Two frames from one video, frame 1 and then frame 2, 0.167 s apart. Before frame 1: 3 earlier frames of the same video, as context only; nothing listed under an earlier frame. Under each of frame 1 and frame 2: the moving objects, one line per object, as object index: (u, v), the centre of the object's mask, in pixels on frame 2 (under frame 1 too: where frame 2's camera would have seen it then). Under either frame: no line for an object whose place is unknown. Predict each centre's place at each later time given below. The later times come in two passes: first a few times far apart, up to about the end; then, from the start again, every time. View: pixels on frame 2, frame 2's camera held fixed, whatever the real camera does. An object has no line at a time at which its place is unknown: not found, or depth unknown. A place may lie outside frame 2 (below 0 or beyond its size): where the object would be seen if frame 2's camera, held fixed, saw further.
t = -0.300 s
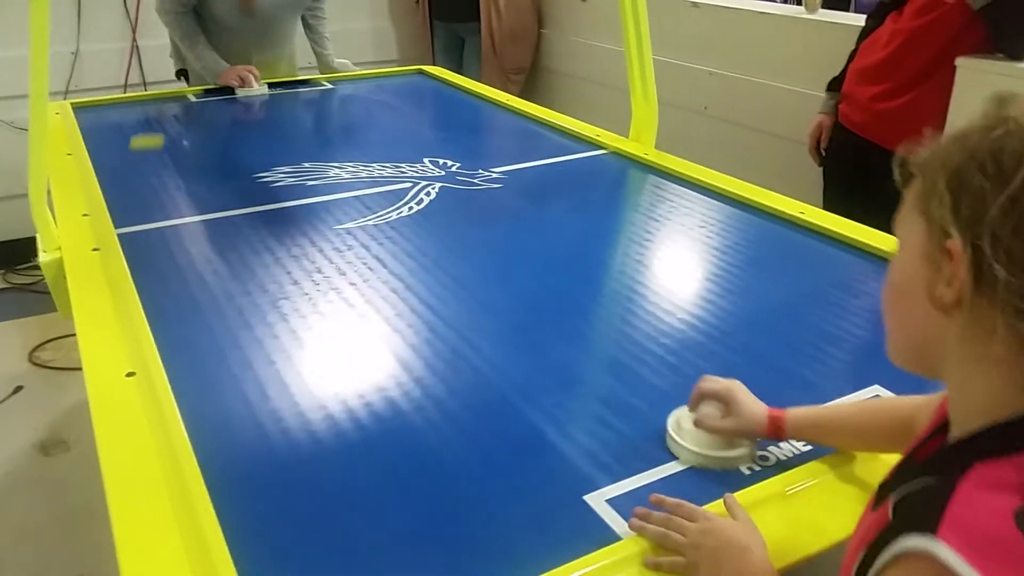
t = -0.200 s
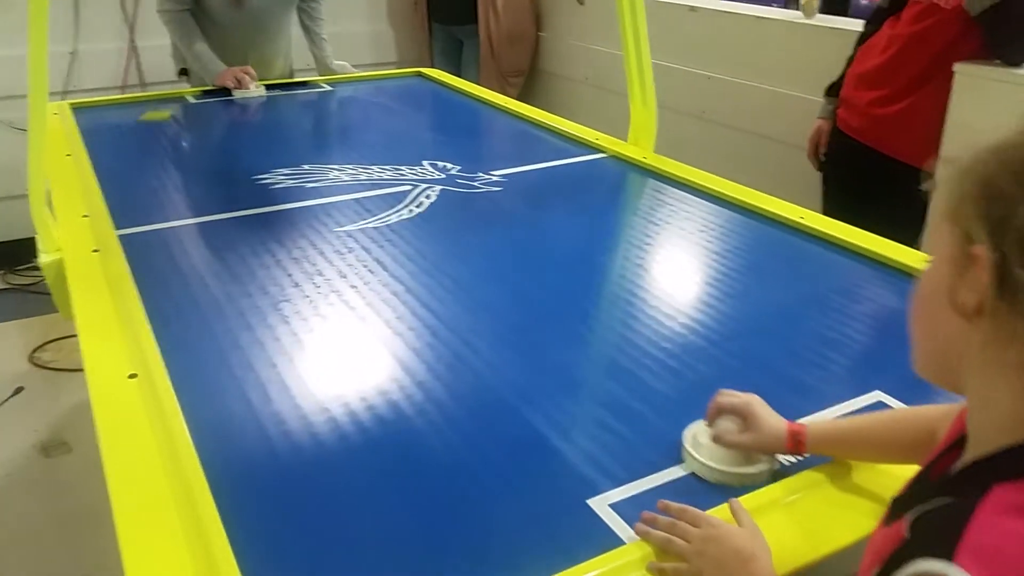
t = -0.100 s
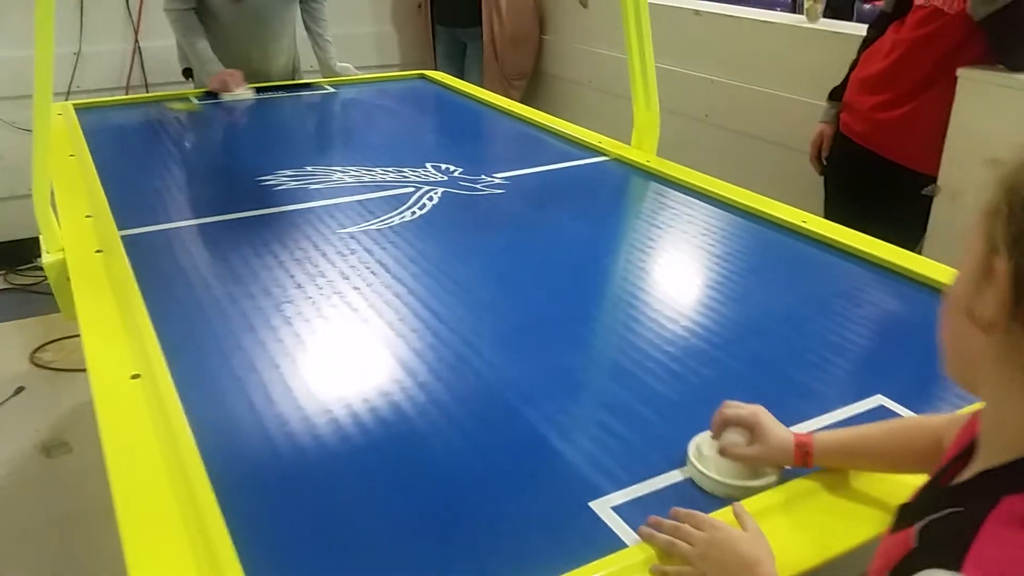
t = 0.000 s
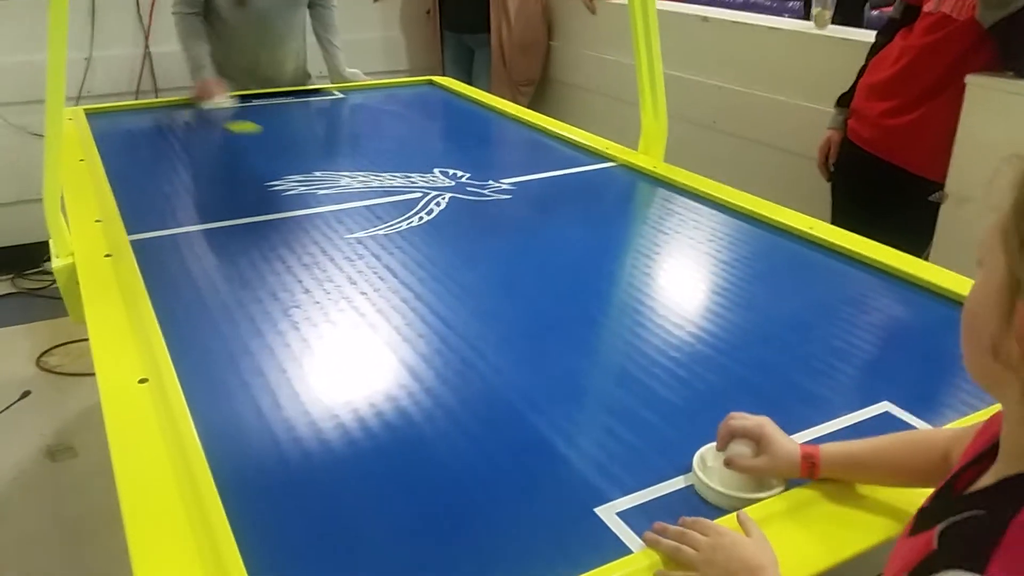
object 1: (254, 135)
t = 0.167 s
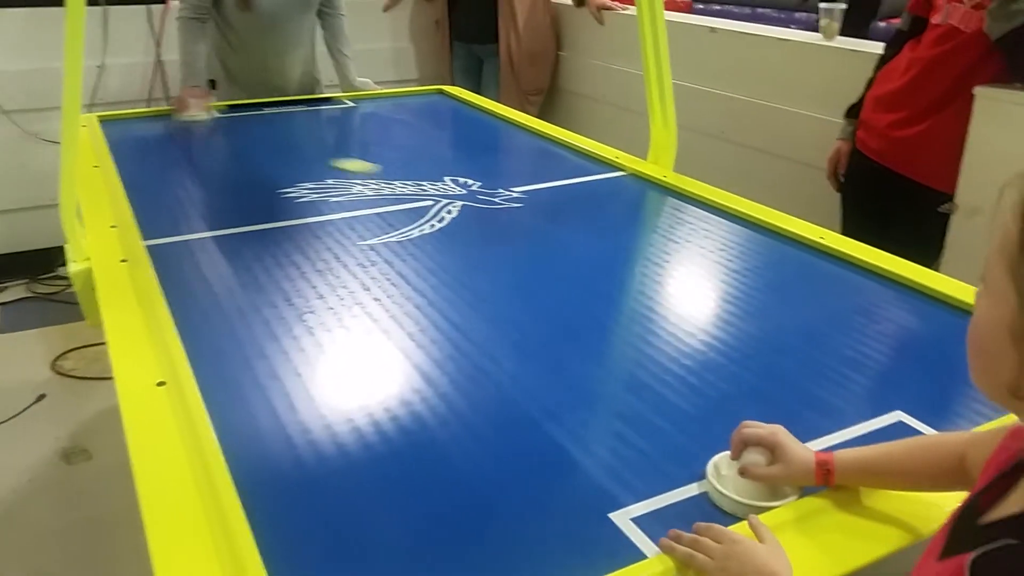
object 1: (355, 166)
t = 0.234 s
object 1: (399, 179)
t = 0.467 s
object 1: (612, 246)
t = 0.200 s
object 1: (376, 173)
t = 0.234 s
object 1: (399, 179)
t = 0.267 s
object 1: (426, 188)
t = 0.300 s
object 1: (454, 196)
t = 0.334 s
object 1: (482, 205)
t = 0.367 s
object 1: (513, 215)
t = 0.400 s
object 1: (544, 225)
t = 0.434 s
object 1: (577, 235)
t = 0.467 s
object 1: (612, 246)
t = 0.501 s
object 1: (645, 256)
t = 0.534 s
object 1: (695, 272)
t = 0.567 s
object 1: (747, 287)
